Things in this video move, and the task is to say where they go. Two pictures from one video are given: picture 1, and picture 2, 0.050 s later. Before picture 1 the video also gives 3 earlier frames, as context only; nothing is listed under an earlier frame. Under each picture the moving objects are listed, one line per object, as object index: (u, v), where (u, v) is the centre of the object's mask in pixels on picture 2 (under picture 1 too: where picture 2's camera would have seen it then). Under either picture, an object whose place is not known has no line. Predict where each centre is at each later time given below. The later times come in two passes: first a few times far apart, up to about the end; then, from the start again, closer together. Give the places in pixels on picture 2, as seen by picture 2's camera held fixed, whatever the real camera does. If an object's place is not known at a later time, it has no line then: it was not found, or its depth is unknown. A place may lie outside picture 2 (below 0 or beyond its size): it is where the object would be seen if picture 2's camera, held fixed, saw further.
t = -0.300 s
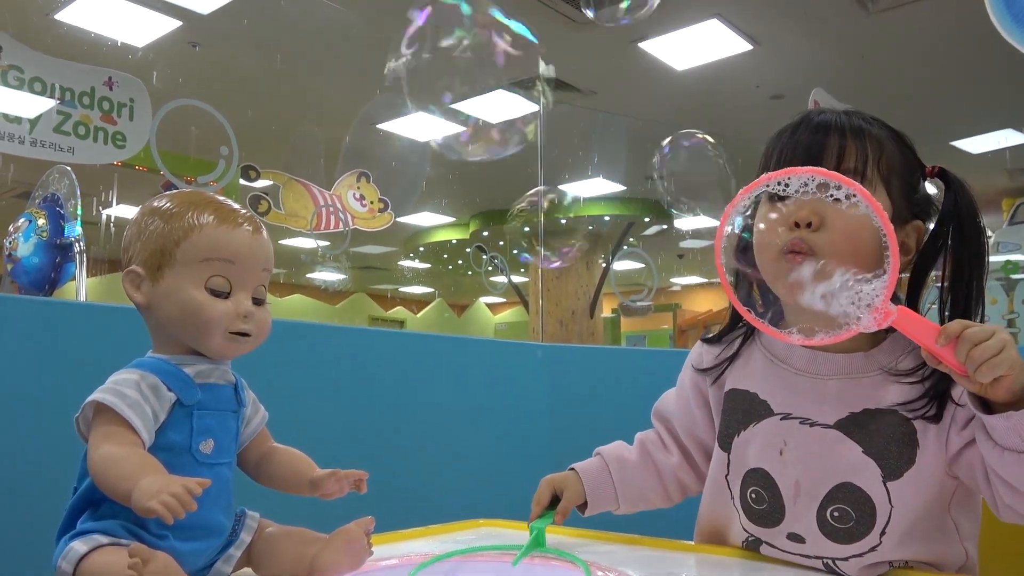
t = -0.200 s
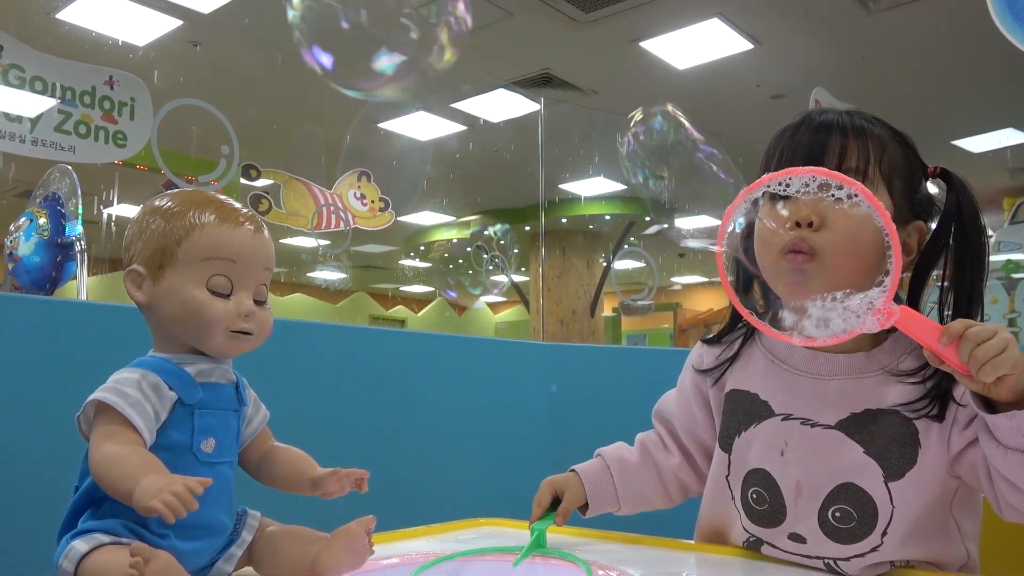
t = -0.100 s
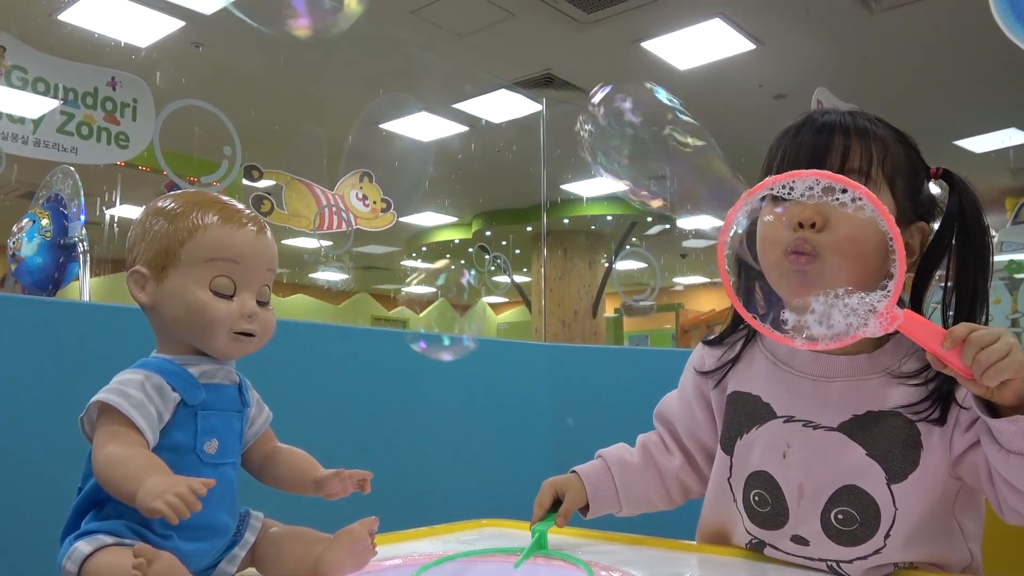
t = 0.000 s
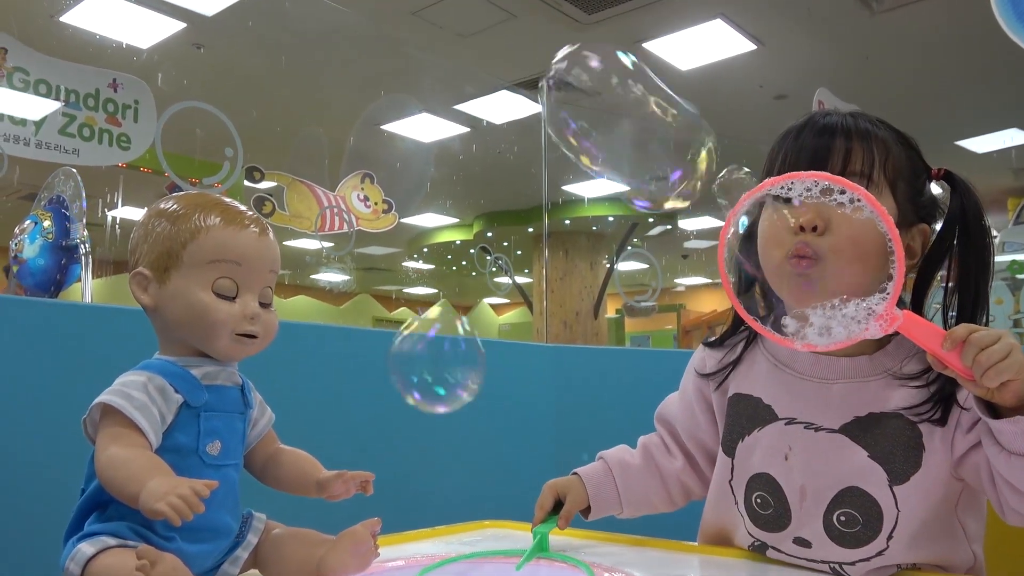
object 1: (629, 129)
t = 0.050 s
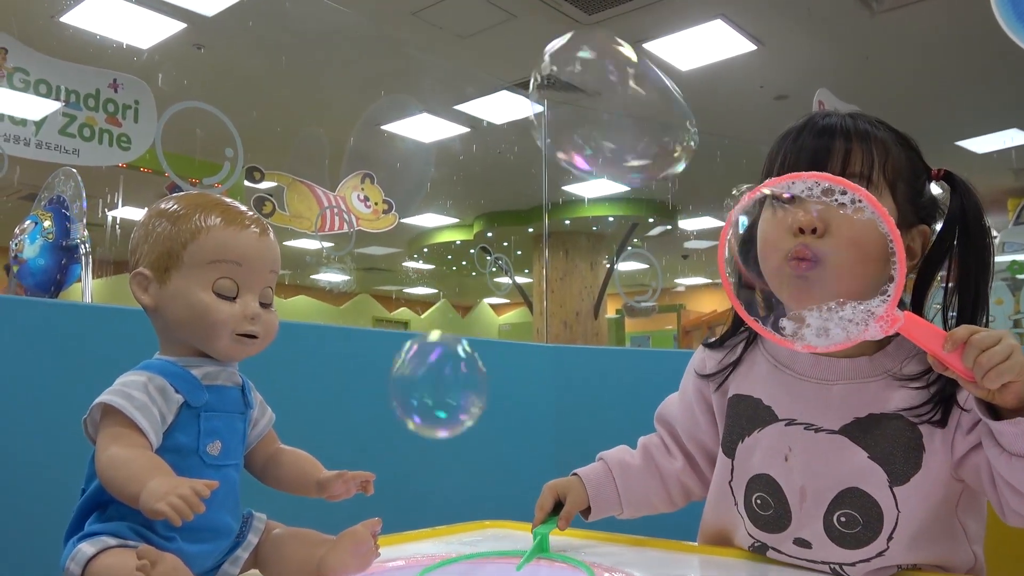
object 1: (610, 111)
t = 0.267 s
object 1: (524, 72)
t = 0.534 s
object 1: (412, 46)
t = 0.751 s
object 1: (307, 36)
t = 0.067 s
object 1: (604, 108)
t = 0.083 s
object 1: (595, 104)
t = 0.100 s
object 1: (589, 101)
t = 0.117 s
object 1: (584, 96)
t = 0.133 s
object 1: (576, 91)
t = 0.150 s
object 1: (566, 88)
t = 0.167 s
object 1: (560, 84)
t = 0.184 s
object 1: (555, 81)
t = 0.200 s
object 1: (550, 77)
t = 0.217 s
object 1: (542, 75)
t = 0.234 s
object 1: (536, 74)
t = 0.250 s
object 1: (529, 73)
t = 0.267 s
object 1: (524, 72)
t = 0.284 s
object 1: (517, 69)
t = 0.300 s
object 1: (509, 66)
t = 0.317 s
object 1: (503, 63)
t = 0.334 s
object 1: (494, 59)
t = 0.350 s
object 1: (484, 54)
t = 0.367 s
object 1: (479, 53)
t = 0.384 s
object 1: (474, 53)
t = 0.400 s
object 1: (466, 47)
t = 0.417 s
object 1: (456, 46)
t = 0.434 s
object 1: (443, 45)
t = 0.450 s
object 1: (431, 44)
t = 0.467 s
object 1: (426, 44)
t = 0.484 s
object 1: (421, 45)
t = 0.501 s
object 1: (418, 46)
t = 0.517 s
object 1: (415, 47)
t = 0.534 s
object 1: (412, 46)
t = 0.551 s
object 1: (405, 44)
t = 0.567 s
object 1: (396, 43)
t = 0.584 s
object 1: (390, 42)
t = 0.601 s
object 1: (384, 40)
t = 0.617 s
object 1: (380, 40)
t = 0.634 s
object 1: (372, 38)
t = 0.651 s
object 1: (363, 36)
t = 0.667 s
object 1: (351, 35)
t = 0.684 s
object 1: (339, 34)
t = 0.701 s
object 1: (326, 34)
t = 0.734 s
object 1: (312, 34)
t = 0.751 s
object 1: (307, 36)
